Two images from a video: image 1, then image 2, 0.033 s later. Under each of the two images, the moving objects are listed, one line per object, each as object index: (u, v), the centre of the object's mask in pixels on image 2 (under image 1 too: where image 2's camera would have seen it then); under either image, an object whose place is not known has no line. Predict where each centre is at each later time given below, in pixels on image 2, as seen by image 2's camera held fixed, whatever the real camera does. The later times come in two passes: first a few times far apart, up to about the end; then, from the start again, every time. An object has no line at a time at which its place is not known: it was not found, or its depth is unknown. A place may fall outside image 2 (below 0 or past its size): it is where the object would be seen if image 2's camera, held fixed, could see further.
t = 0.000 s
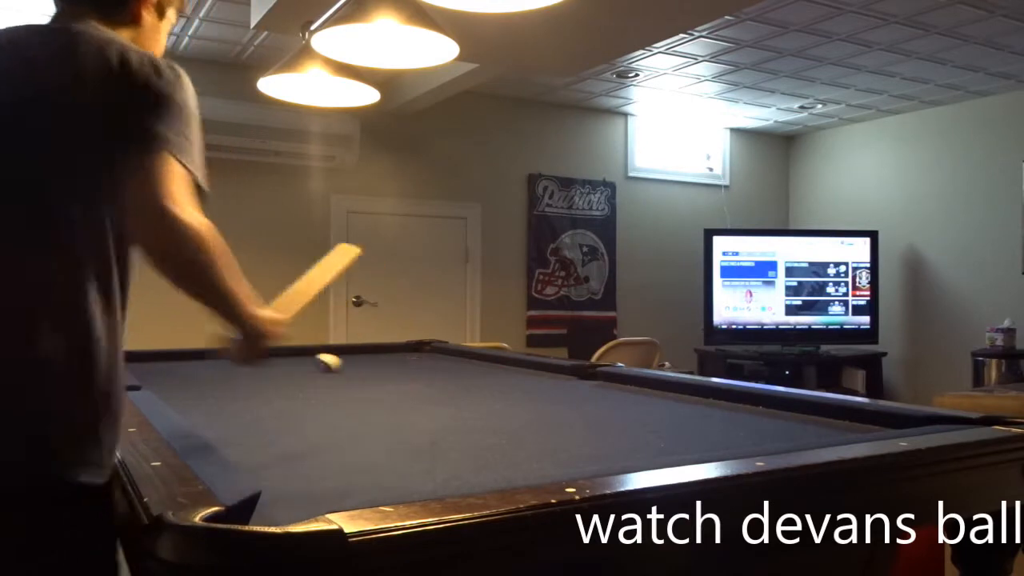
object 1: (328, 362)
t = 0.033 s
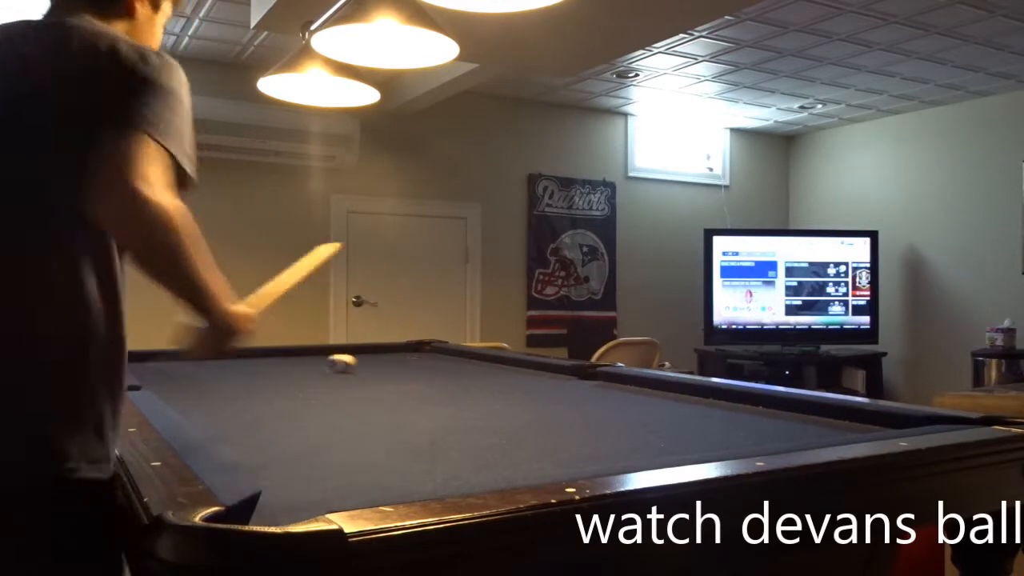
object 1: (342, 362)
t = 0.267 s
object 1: (444, 368)
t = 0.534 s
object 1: (575, 375)
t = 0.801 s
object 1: (662, 388)
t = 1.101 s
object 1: (720, 407)
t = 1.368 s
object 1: (787, 427)
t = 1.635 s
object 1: (745, 432)
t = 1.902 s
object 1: (651, 428)
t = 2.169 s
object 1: (569, 422)
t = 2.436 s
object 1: (497, 416)
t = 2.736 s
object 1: (426, 411)
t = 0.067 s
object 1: (355, 364)
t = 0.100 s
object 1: (370, 364)
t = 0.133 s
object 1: (384, 365)
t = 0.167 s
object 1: (399, 365)
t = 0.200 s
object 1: (413, 366)
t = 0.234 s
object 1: (429, 368)
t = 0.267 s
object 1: (444, 368)
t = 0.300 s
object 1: (458, 370)
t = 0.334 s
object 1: (475, 371)
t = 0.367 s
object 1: (491, 371)
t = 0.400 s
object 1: (508, 372)
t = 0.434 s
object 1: (524, 373)
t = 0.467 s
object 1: (542, 373)
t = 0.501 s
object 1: (559, 373)
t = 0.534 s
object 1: (575, 375)
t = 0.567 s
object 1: (594, 376)
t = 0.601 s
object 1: (610, 377)
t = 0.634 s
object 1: (630, 378)
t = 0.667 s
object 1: (645, 381)
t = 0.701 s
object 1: (651, 382)
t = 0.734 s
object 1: (653, 384)
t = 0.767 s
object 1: (657, 386)
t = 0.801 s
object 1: (662, 388)
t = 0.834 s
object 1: (668, 389)
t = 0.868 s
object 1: (674, 391)
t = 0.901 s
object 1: (679, 393)
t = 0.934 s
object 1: (685, 396)
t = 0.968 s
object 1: (692, 397)
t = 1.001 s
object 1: (699, 400)
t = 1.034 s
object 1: (705, 402)
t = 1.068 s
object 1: (712, 404)
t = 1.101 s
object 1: (720, 407)
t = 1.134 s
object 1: (727, 409)
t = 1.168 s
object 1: (735, 412)
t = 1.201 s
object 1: (743, 414)
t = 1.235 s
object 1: (752, 418)
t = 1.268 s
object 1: (761, 421)
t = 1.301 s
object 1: (770, 424)
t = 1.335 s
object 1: (778, 426)
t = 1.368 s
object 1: (787, 427)
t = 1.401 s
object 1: (798, 428)
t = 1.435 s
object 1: (808, 429)
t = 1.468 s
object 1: (816, 430)
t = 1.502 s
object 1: (798, 432)
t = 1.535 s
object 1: (785, 432)
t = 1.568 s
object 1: (773, 431)
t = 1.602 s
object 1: (758, 432)
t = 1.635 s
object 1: (745, 432)
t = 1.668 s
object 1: (733, 433)
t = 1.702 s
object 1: (722, 432)
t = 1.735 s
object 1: (709, 432)
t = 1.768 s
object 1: (697, 432)
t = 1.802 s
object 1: (687, 430)
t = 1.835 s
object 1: (675, 428)
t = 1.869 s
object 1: (662, 428)
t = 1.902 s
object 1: (651, 428)
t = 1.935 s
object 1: (641, 427)
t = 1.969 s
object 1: (631, 426)
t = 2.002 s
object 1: (620, 426)
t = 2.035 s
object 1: (609, 425)
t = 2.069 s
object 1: (600, 424)
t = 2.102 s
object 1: (589, 423)
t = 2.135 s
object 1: (579, 422)
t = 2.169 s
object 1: (569, 422)
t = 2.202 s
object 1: (560, 421)
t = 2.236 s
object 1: (551, 421)
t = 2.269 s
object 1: (542, 420)
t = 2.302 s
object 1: (531, 419)
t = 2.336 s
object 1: (523, 419)
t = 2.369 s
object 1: (515, 418)
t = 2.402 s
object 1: (507, 417)
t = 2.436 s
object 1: (497, 416)
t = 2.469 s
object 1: (488, 416)
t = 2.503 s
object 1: (480, 415)
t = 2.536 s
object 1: (473, 415)
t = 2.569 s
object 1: (464, 414)
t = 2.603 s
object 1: (456, 413)
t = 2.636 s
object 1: (448, 413)
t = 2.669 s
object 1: (441, 413)
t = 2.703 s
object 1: (434, 412)
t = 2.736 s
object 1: (426, 411)
